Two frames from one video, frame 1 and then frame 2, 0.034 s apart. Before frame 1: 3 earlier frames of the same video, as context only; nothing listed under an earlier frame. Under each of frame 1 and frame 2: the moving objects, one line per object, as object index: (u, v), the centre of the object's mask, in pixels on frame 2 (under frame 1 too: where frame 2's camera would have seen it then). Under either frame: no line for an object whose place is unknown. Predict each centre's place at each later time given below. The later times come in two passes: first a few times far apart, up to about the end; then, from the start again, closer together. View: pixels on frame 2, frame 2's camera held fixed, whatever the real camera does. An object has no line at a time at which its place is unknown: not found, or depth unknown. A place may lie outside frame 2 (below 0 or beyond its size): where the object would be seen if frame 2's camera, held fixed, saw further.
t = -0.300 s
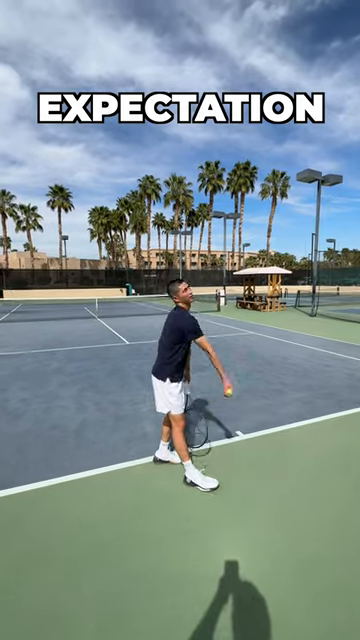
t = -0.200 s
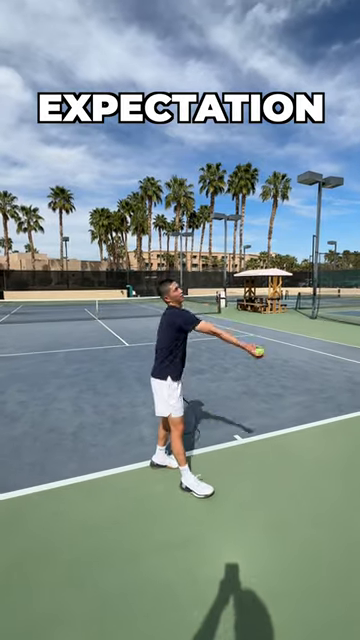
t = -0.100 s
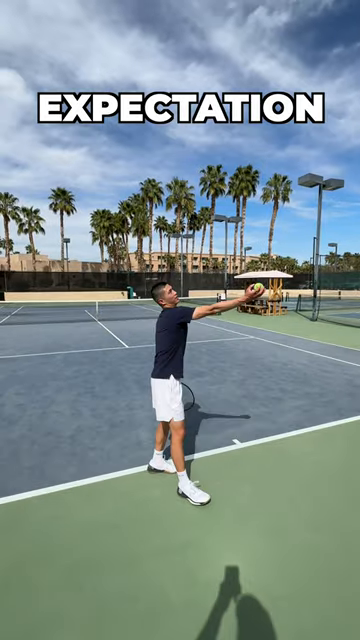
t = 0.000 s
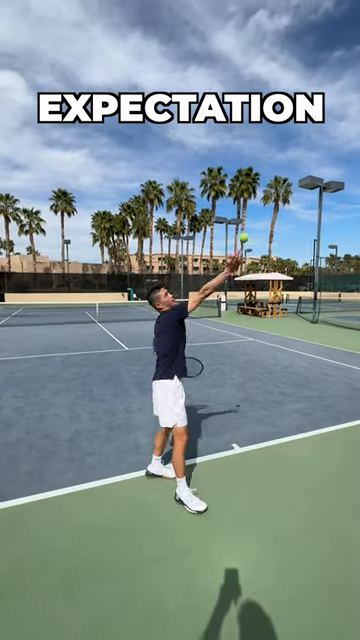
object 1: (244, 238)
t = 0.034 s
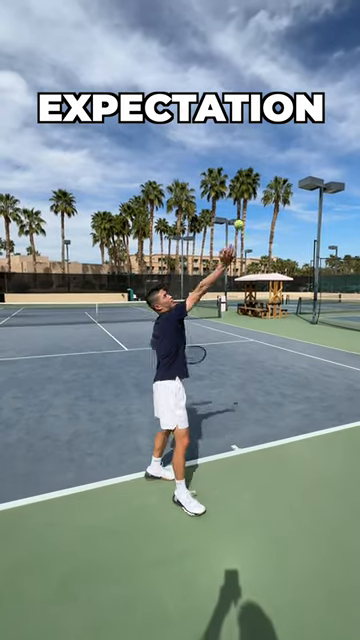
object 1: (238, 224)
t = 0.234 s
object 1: (211, 173)
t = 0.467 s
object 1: (186, 184)
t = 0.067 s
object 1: (234, 212)
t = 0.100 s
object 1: (228, 201)
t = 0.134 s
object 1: (225, 192)
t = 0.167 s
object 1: (220, 185)
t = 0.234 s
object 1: (211, 173)
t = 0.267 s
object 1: (207, 171)
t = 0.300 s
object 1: (203, 170)
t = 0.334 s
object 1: (200, 171)
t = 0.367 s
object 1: (196, 172)
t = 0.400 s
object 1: (192, 174)
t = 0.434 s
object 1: (189, 179)
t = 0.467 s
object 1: (186, 184)
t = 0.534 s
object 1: (181, 197)
